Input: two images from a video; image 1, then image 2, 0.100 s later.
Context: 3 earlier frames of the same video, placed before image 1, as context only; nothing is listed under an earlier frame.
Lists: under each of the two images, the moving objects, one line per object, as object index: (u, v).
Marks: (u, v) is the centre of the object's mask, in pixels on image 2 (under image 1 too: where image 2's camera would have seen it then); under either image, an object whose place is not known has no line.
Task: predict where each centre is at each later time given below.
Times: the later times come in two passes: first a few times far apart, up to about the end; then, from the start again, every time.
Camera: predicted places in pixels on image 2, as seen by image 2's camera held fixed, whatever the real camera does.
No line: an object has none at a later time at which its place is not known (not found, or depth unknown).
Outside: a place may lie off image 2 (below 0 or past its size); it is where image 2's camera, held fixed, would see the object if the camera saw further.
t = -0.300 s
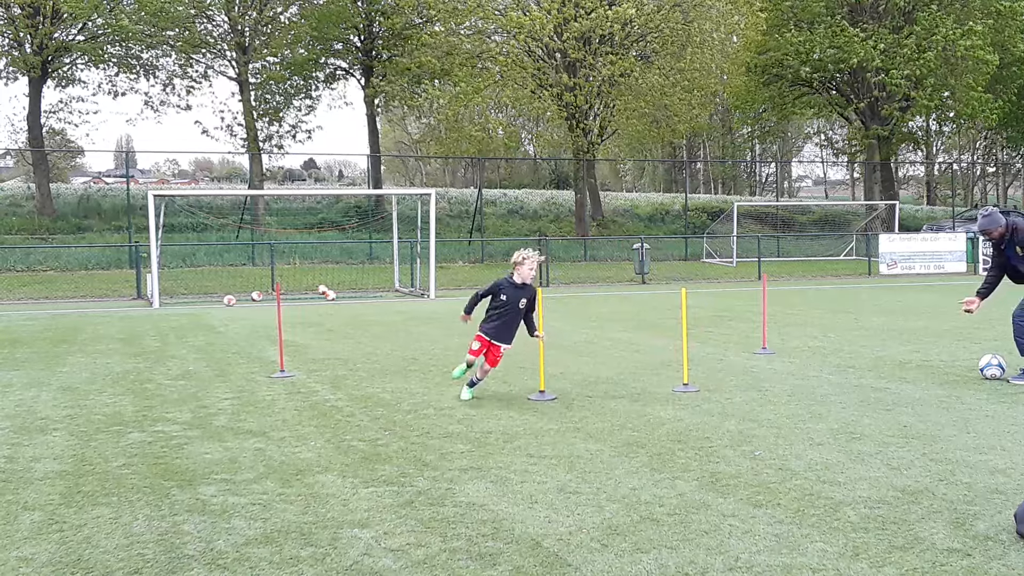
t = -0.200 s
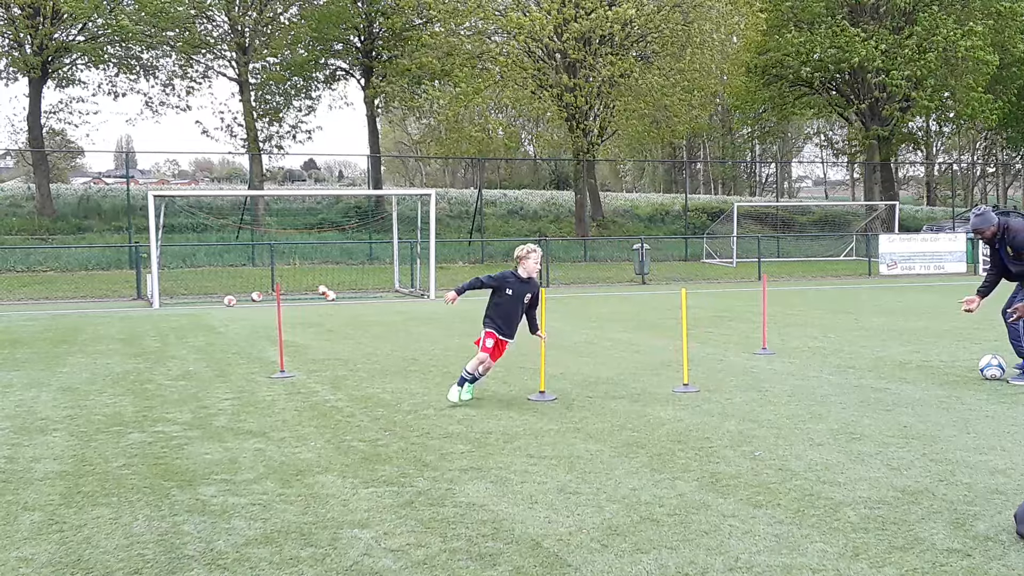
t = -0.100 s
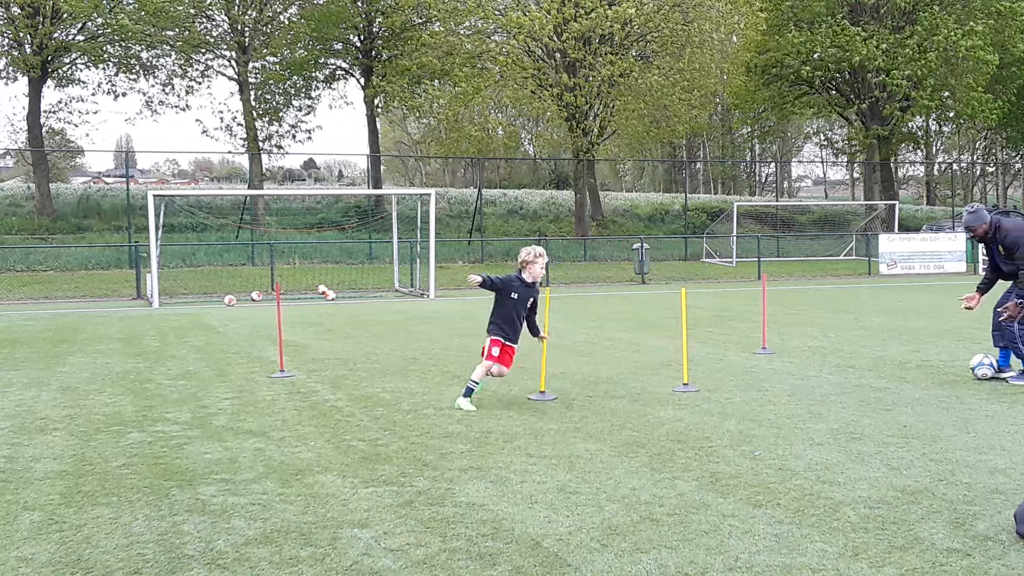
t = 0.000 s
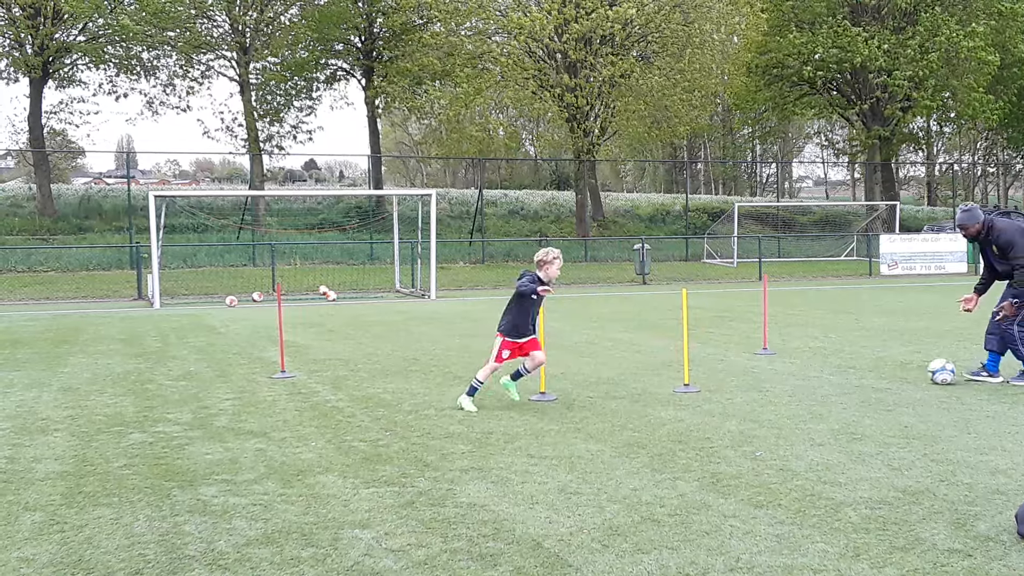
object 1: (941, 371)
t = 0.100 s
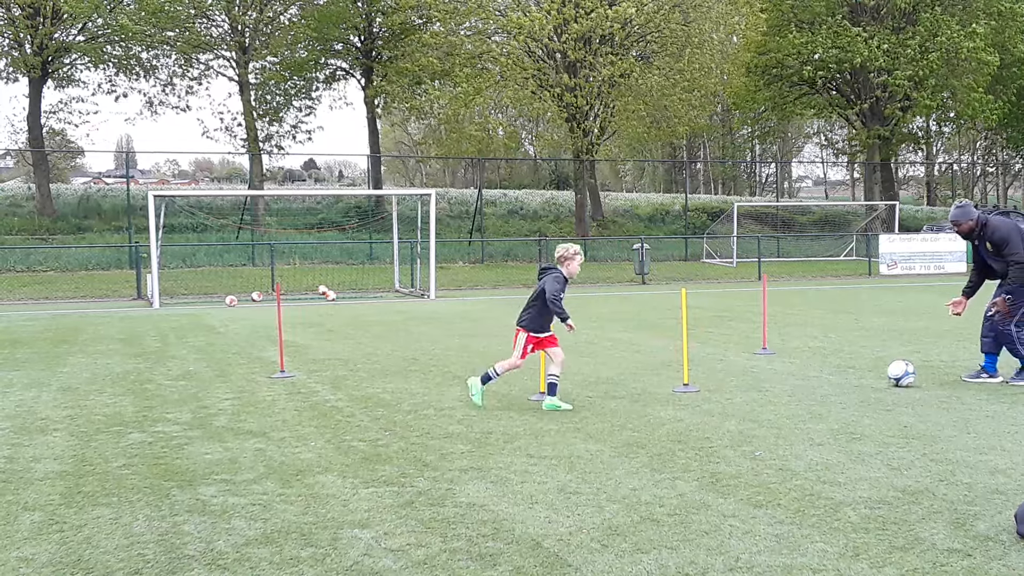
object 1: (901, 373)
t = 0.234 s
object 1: (853, 378)
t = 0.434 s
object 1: (796, 382)
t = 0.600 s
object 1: (753, 385)
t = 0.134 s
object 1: (889, 374)
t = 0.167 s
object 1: (877, 374)
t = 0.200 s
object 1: (865, 376)
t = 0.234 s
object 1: (853, 378)
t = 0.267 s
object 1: (843, 378)
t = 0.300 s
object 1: (833, 378)
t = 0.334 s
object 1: (823, 380)
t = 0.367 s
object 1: (814, 380)
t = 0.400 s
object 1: (805, 381)
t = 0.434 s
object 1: (796, 382)
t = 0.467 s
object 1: (788, 382)
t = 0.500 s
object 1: (779, 382)
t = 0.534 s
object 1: (770, 385)
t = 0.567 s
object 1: (762, 385)
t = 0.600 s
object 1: (753, 385)
